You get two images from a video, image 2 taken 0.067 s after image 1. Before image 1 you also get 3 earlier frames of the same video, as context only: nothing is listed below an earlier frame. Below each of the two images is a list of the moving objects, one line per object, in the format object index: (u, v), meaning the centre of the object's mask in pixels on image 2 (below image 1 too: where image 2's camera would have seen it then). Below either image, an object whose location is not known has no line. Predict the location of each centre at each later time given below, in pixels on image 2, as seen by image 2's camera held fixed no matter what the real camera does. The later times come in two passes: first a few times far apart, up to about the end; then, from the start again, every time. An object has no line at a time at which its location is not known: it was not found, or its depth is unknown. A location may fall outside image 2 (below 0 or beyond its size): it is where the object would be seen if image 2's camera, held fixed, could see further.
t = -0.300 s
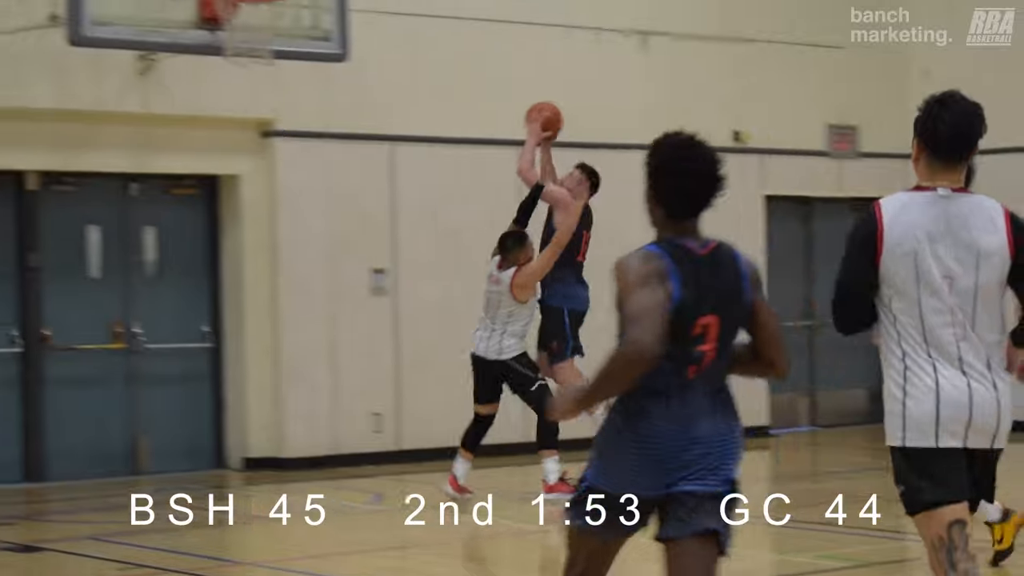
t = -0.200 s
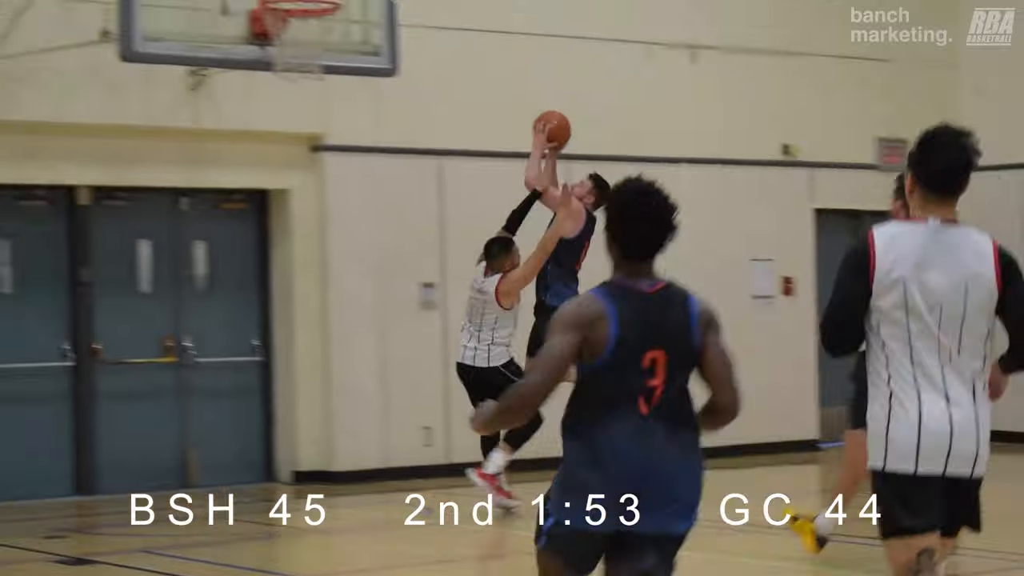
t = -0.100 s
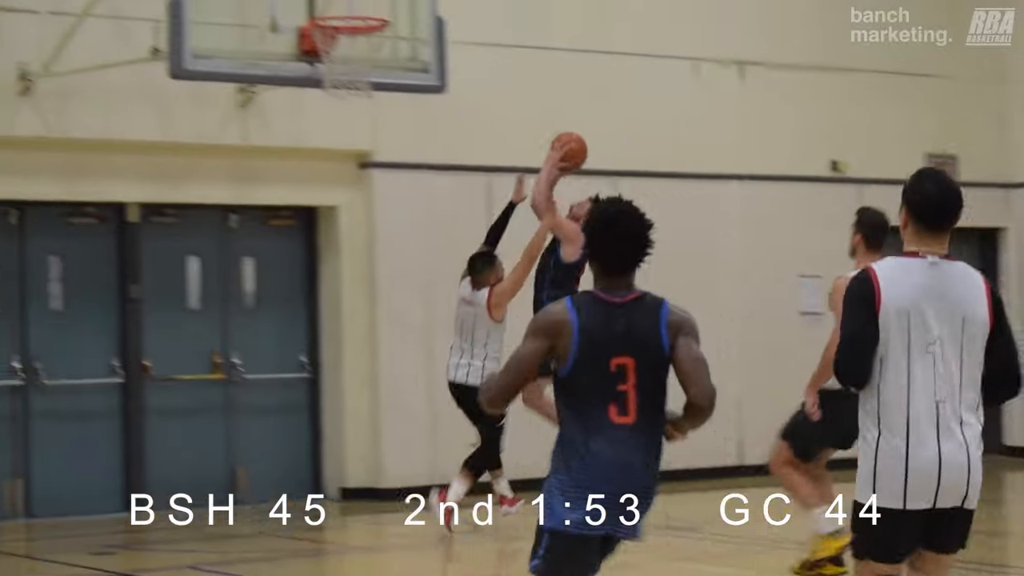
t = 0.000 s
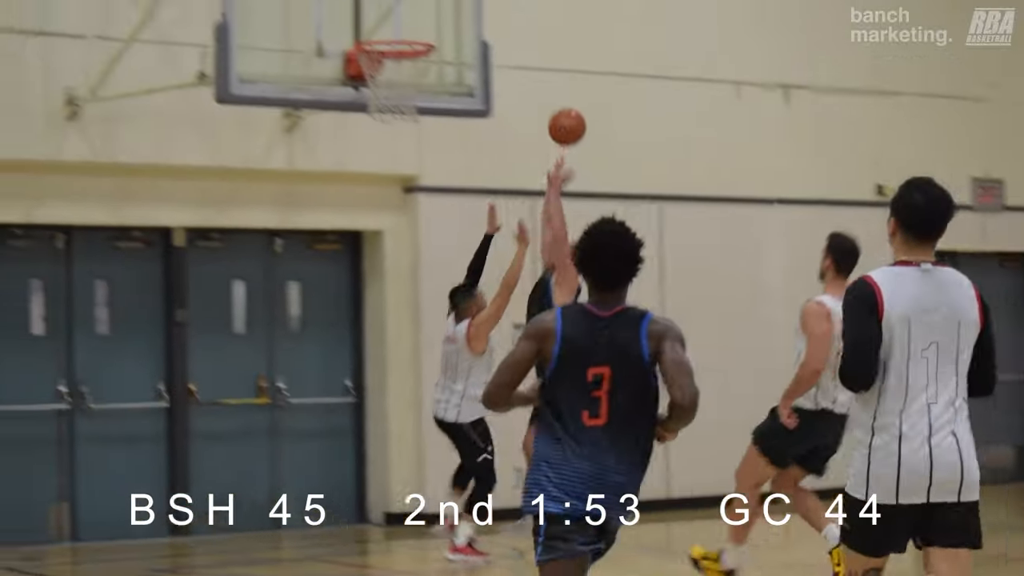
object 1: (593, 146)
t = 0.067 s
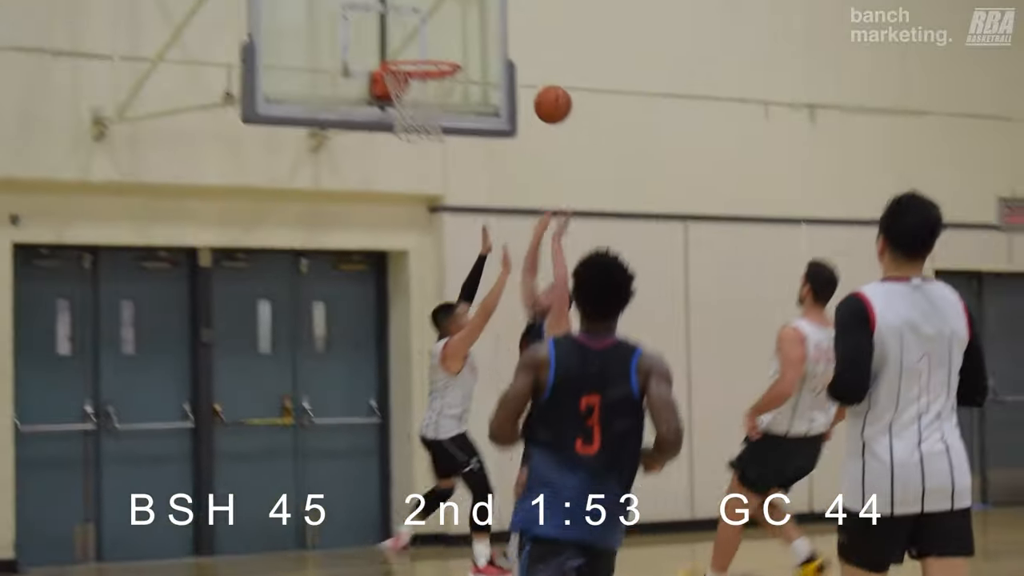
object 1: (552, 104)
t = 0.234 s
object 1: (454, 28)
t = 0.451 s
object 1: (421, 28)
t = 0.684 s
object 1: (437, 45)
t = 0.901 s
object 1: (434, 41)
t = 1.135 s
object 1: (418, 50)
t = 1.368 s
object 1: (400, 103)
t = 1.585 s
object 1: (417, 183)
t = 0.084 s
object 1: (543, 95)
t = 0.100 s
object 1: (533, 86)
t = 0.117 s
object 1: (523, 77)
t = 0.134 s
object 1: (513, 69)
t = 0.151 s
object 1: (503, 61)
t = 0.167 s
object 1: (493, 54)
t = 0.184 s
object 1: (483, 46)
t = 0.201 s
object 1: (473, 40)
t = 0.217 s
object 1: (463, 34)
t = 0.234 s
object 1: (454, 28)
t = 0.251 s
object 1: (446, 23)
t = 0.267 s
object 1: (444, 21)
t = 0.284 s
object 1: (442, 20)
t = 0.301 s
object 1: (440, 19)
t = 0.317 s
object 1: (438, 18)
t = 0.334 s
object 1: (436, 17)
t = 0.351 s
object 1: (434, 17)
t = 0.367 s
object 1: (432, 18)
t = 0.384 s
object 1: (429, 19)
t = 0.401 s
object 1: (427, 21)
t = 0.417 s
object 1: (425, 23)
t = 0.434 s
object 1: (423, 25)
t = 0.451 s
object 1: (421, 28)
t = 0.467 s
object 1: (419, 31)
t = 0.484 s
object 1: (417, 36)
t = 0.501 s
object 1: (414, 39)
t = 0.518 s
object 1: (412, 44)
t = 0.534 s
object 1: (411, 49)
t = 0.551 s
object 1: (414, 46)
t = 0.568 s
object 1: (417, 45)
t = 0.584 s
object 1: (420, 44)
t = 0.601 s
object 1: (423, 44)
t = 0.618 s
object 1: (426, 43)
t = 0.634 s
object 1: (428, 43)
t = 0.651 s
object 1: (431, 44)
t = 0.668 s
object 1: (434, 44)
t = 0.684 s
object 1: (437, 45)
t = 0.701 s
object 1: (440, 48)
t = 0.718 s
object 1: (443, 48)
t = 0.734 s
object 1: (444, 48)
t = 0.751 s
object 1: (443, 47)
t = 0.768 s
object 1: (442, 44)
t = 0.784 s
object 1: (441, 43)
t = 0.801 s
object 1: (440, 42)
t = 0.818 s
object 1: (439, 40)
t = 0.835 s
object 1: (438, 40)
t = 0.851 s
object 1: (437, 39)
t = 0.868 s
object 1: (436, 39)
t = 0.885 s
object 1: (435, 40)
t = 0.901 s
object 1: (434, 41)
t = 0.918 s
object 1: (433, 42)
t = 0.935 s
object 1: (432, 43)
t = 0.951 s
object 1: (431, 45)
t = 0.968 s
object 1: (430, 46)
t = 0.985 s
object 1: (429, 48)
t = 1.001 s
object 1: (428, 48)
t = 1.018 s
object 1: (427, 47)
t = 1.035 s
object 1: (425, 48)
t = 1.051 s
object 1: (424, 47)
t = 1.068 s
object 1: (423, 46)
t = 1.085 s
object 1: (422, 47)
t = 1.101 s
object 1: (420, 48)
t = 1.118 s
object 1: (419, 48)
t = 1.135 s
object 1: (418, 50)
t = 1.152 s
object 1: (416, 52)
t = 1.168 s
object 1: (415, 54)
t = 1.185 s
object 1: (414, 58)
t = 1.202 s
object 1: (413, 61)
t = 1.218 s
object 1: (413, 64)
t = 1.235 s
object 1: (412, 69)
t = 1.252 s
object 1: (408, 75)
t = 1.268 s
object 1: (407, 79)
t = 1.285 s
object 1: (407, 83)
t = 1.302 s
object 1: (405, 90)
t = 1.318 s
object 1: (403, 93)
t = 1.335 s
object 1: (402, 97)
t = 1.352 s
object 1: (401, 99)
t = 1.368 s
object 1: (400, 103)
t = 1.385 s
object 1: (403, 112)
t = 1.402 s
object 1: (404, 115)
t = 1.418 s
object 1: (405, 119)
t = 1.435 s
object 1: (406, 123)
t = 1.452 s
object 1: (408, 130)
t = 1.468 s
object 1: (409, 139)
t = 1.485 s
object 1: (410, 142)
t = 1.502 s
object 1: (411, 146)
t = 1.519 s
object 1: (413, 153)
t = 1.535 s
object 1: (414, 160)
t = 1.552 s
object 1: (415, 167)
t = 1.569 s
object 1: (416, 175)
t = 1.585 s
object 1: (417, 183)
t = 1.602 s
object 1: (418, 192)
